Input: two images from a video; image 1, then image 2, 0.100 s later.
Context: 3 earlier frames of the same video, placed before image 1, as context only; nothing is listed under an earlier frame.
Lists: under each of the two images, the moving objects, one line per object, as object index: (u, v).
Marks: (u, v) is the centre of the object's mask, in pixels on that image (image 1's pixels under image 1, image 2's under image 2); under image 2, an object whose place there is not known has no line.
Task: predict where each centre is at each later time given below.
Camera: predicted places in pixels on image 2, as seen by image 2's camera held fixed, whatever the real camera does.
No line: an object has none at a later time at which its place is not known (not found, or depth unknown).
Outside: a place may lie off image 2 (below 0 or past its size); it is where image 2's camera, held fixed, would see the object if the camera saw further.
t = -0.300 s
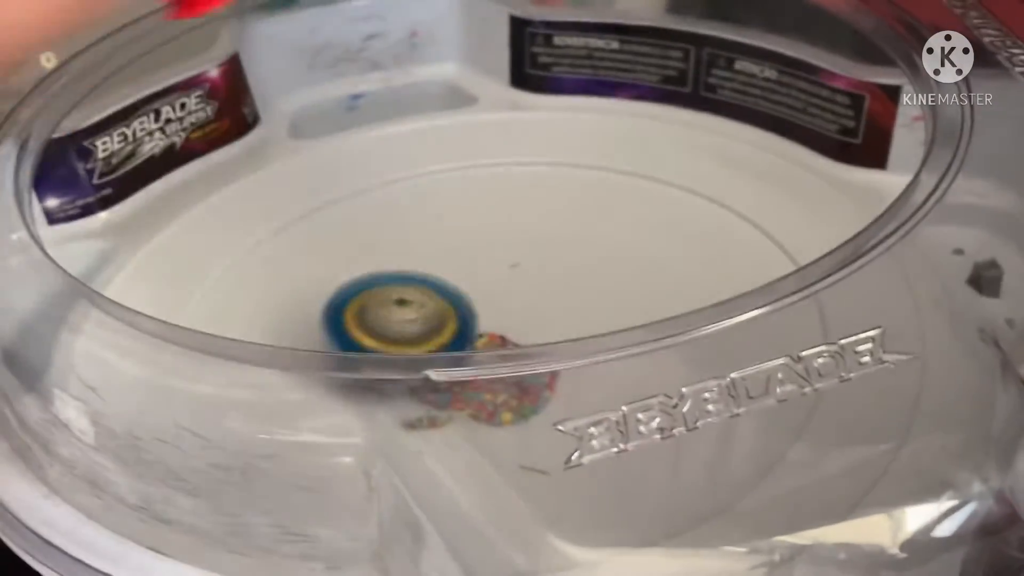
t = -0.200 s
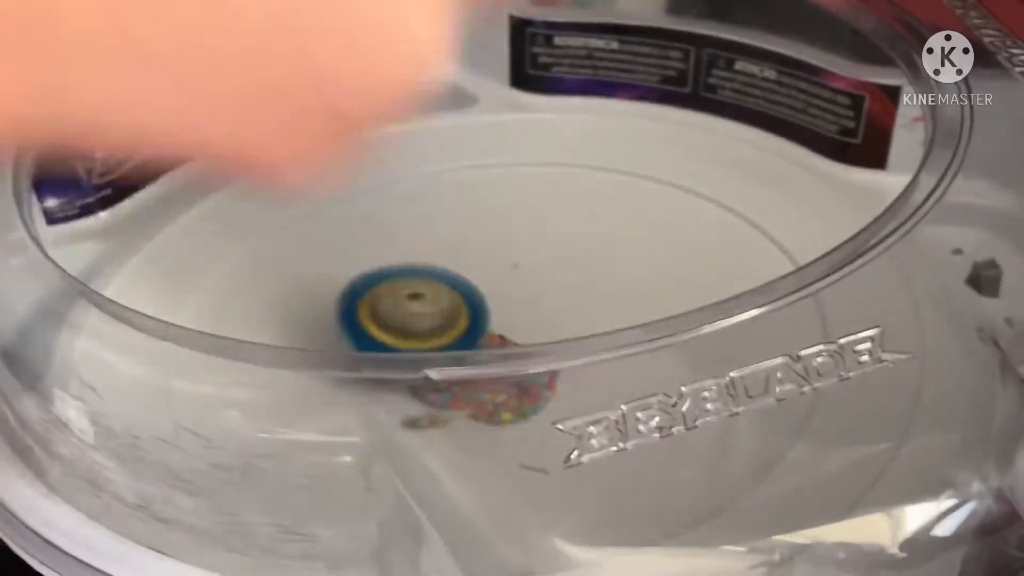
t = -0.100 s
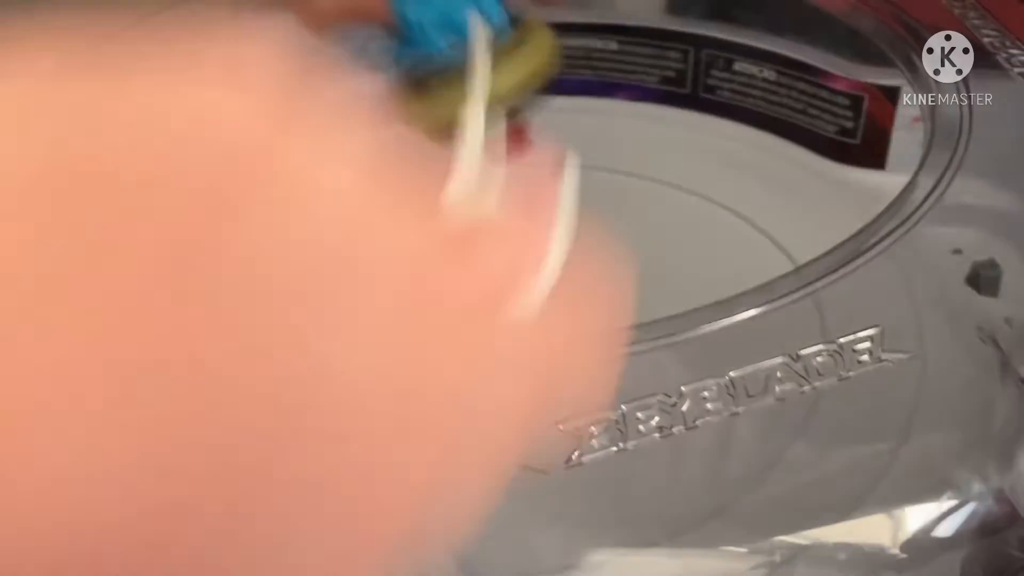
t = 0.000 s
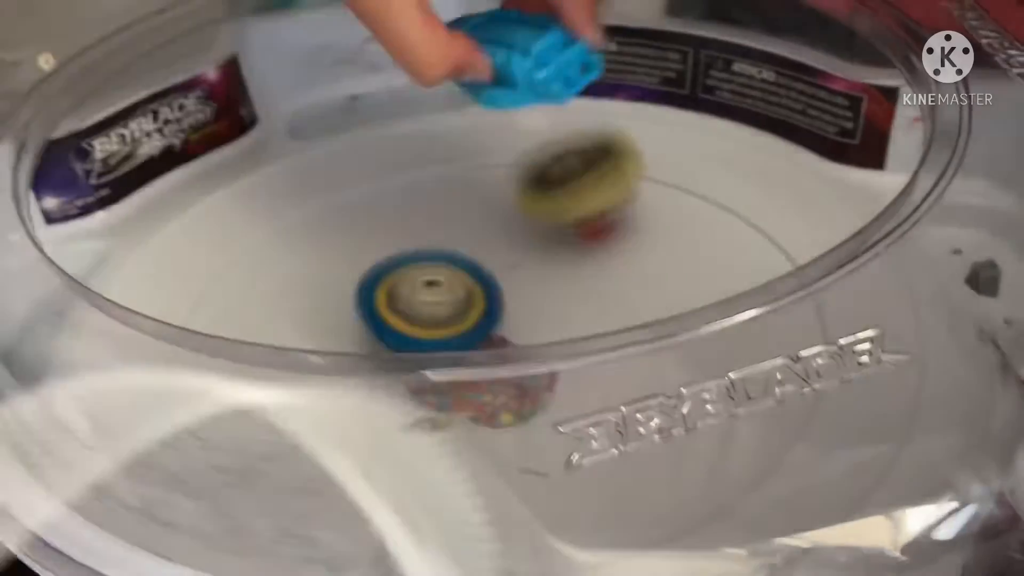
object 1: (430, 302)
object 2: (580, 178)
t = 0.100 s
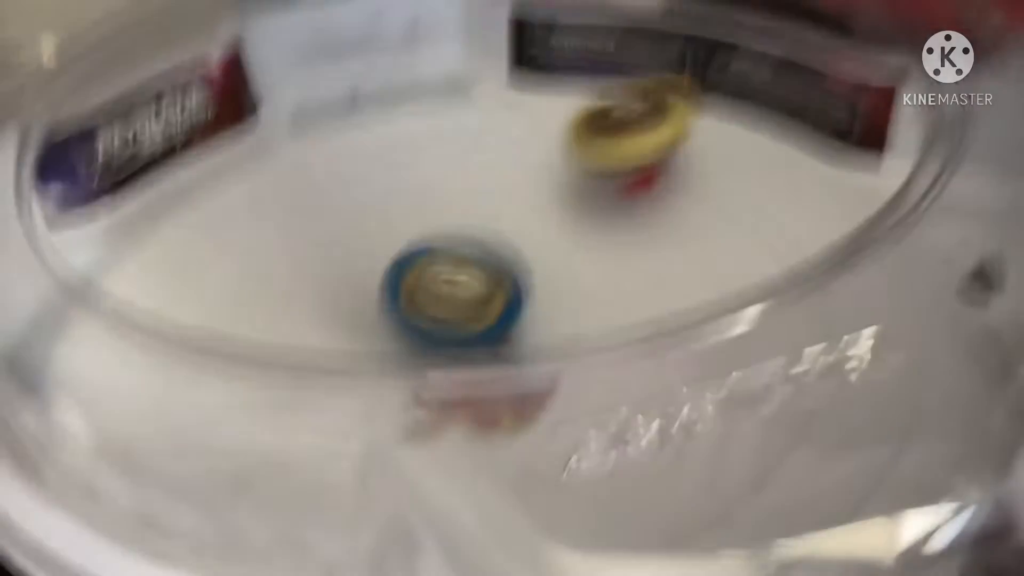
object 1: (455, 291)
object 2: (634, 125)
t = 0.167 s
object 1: (474, 284)
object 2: (647, 159)
